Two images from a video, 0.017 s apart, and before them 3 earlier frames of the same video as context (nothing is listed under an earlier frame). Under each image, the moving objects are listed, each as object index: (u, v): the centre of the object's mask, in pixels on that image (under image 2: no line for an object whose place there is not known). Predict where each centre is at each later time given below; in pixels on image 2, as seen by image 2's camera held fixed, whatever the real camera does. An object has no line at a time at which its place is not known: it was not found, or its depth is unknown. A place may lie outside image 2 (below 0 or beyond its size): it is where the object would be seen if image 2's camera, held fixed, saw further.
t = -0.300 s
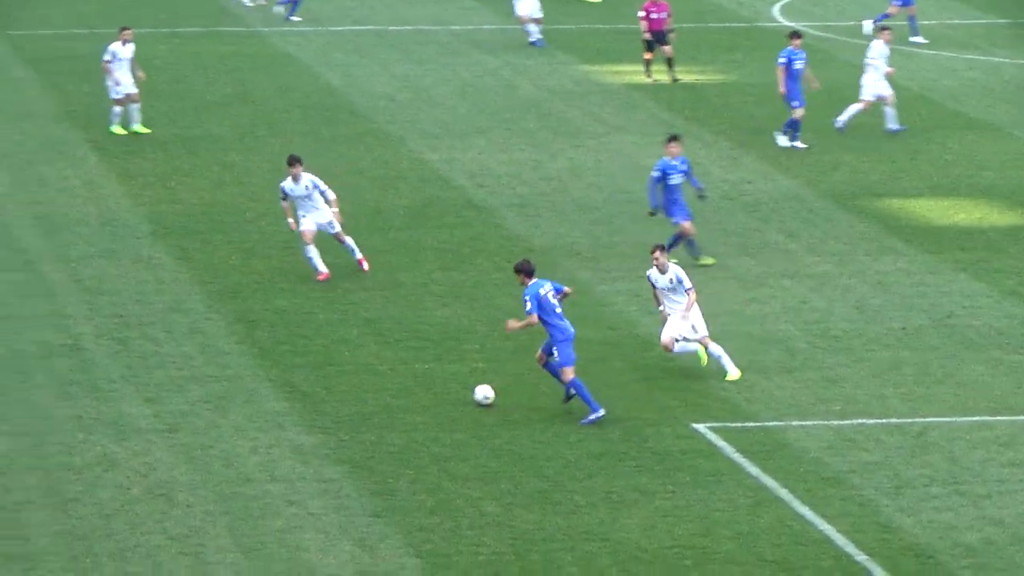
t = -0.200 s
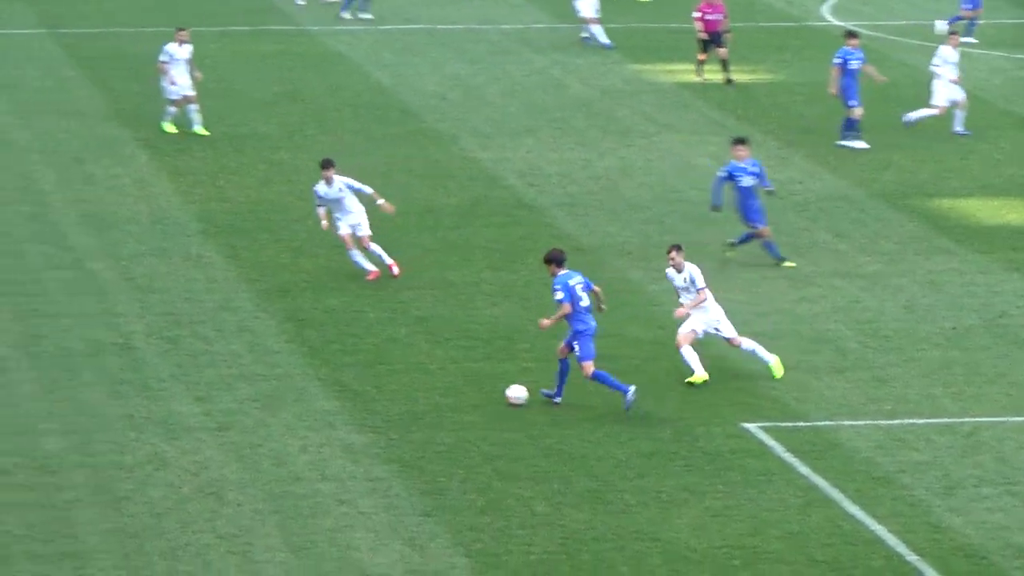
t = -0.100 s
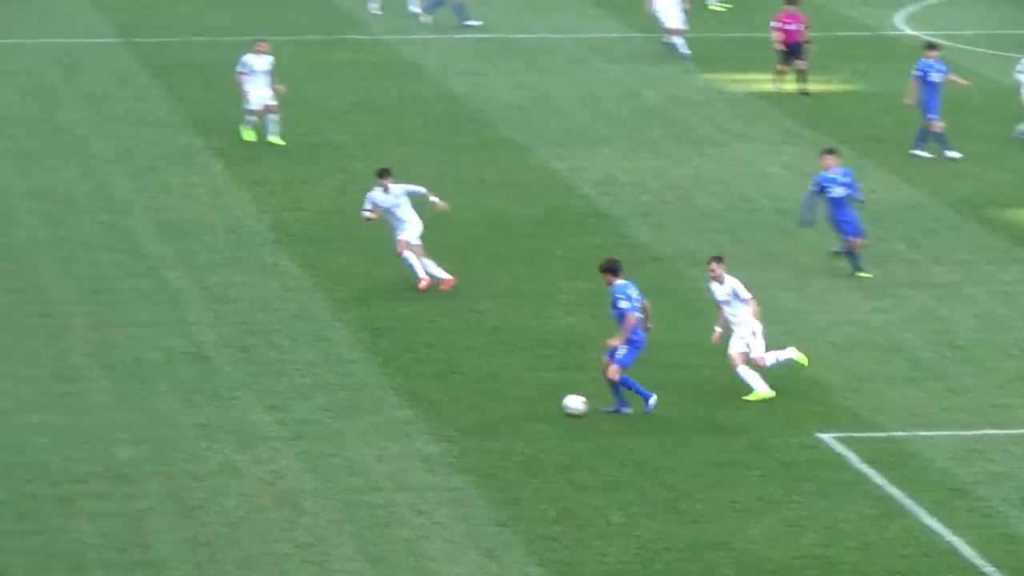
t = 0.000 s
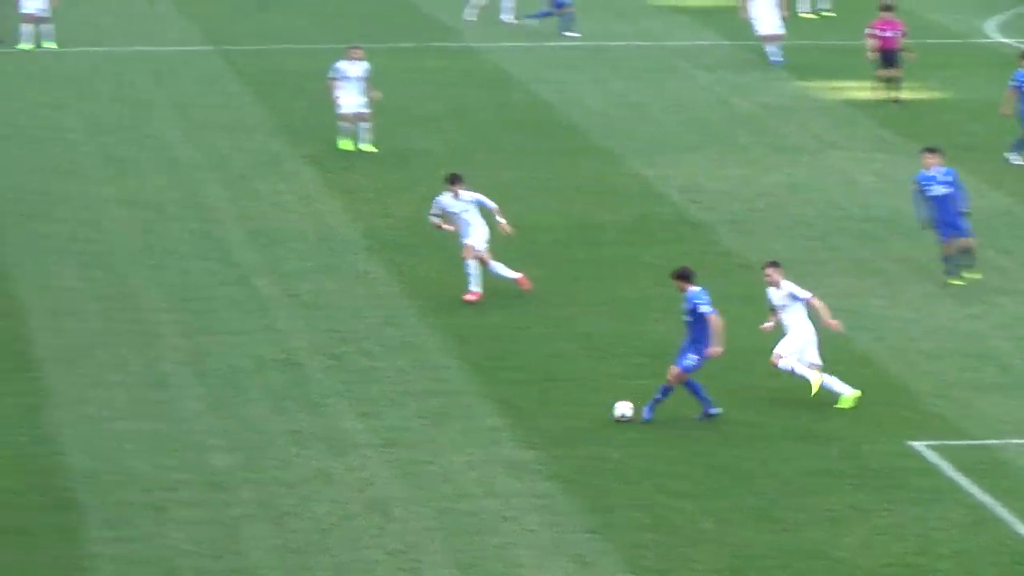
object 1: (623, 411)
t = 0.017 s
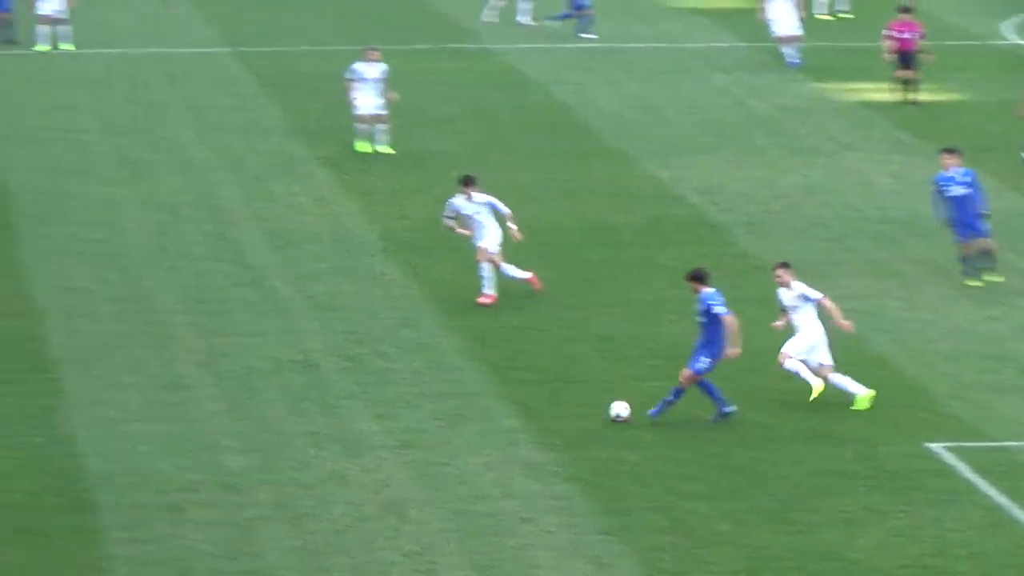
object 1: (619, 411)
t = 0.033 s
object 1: (598, 410)
